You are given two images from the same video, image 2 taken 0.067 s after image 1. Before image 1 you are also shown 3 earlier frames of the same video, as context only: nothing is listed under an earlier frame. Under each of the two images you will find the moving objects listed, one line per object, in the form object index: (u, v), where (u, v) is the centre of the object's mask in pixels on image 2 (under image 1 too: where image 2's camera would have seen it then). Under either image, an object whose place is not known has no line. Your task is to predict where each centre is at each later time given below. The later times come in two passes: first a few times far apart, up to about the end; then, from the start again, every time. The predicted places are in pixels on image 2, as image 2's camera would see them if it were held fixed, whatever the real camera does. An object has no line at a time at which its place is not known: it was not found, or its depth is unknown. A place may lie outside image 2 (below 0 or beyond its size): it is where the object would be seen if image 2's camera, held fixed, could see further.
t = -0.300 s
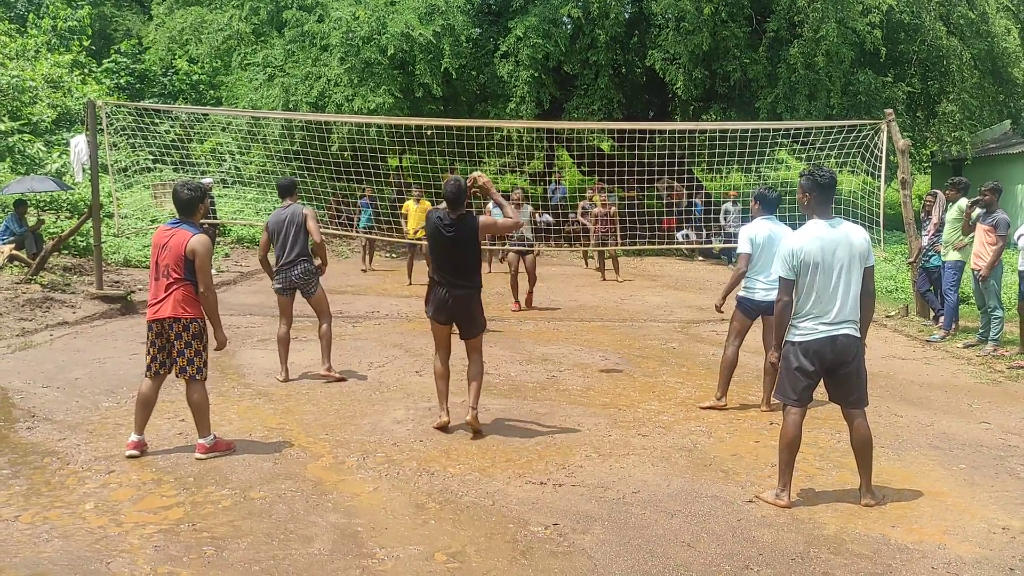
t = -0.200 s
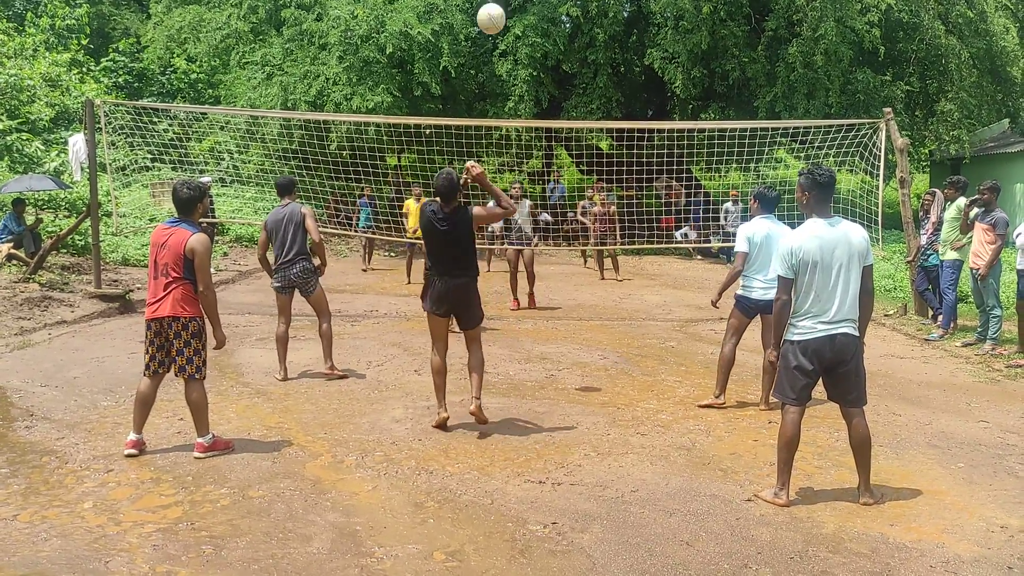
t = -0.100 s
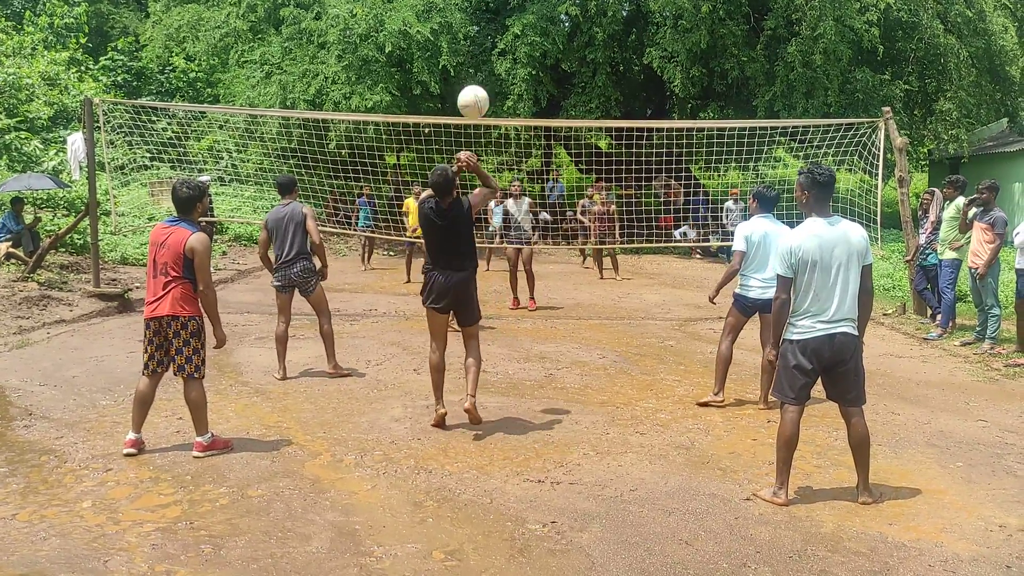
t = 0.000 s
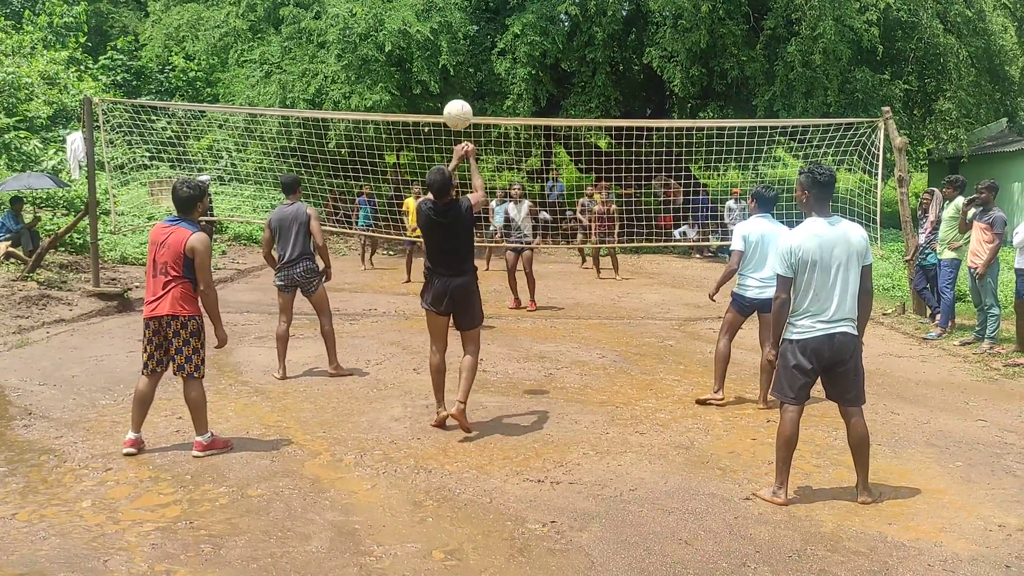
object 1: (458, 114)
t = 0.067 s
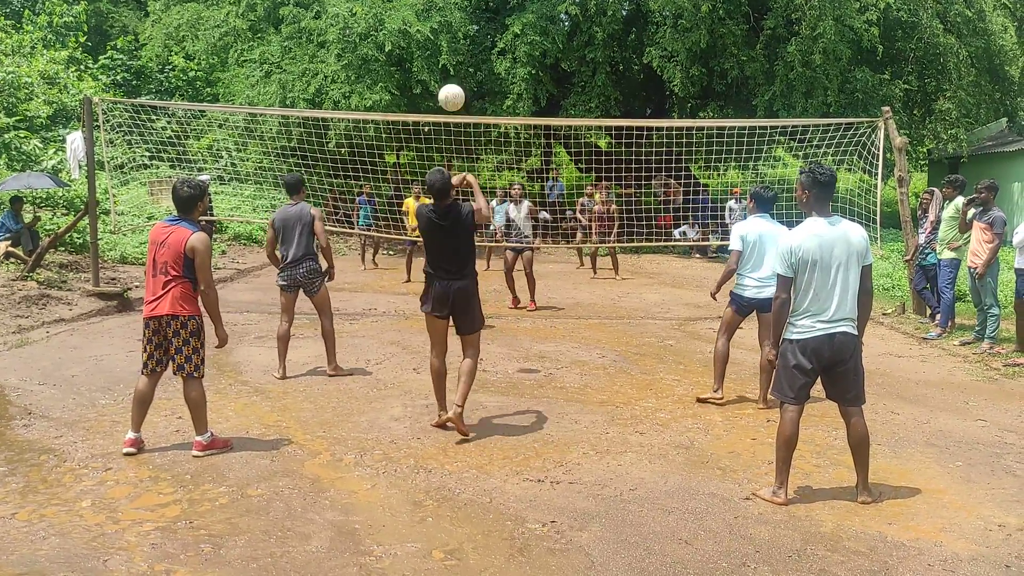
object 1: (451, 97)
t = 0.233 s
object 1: (441, 88)
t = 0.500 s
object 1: (431, 127)
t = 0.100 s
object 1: (449, 93)
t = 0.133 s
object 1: (446, 89)
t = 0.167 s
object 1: (444, 88)
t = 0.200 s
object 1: (443, 87)
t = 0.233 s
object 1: (441, 88)
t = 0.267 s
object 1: (439, 90)
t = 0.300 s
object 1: (438, 93)
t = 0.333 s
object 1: (437, 97)
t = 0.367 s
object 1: (436, 101)
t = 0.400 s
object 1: (435, 107)
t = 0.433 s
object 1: (433, 110)
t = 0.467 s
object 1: (432, 113)
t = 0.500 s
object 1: (431, 127)
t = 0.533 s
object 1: (430, 133)
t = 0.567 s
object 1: (430, 140)
